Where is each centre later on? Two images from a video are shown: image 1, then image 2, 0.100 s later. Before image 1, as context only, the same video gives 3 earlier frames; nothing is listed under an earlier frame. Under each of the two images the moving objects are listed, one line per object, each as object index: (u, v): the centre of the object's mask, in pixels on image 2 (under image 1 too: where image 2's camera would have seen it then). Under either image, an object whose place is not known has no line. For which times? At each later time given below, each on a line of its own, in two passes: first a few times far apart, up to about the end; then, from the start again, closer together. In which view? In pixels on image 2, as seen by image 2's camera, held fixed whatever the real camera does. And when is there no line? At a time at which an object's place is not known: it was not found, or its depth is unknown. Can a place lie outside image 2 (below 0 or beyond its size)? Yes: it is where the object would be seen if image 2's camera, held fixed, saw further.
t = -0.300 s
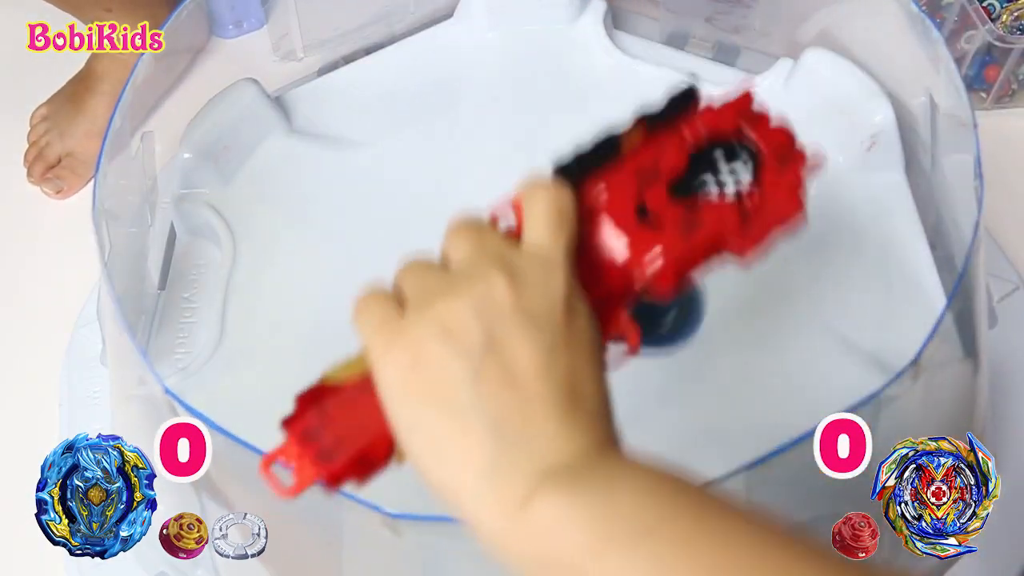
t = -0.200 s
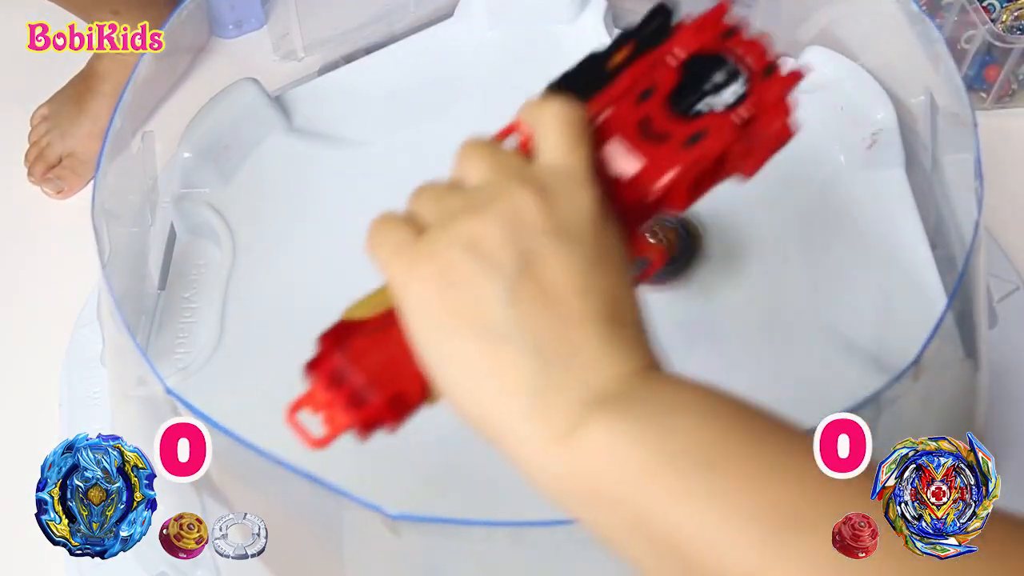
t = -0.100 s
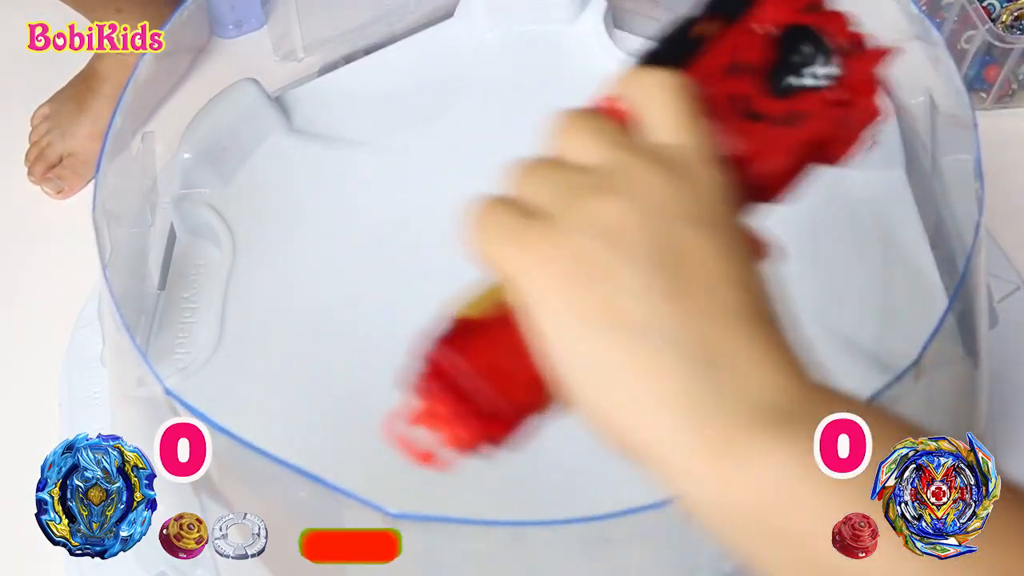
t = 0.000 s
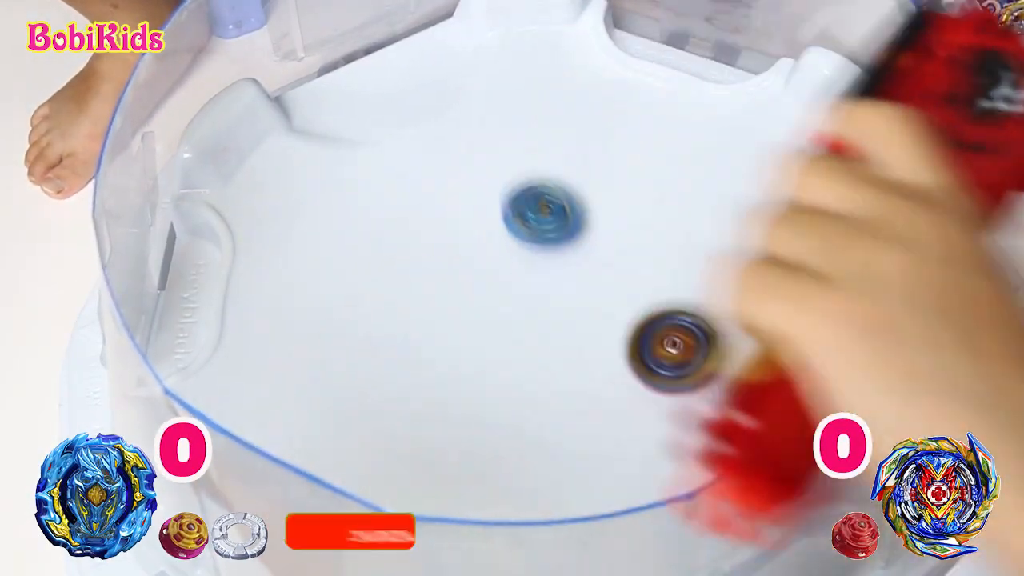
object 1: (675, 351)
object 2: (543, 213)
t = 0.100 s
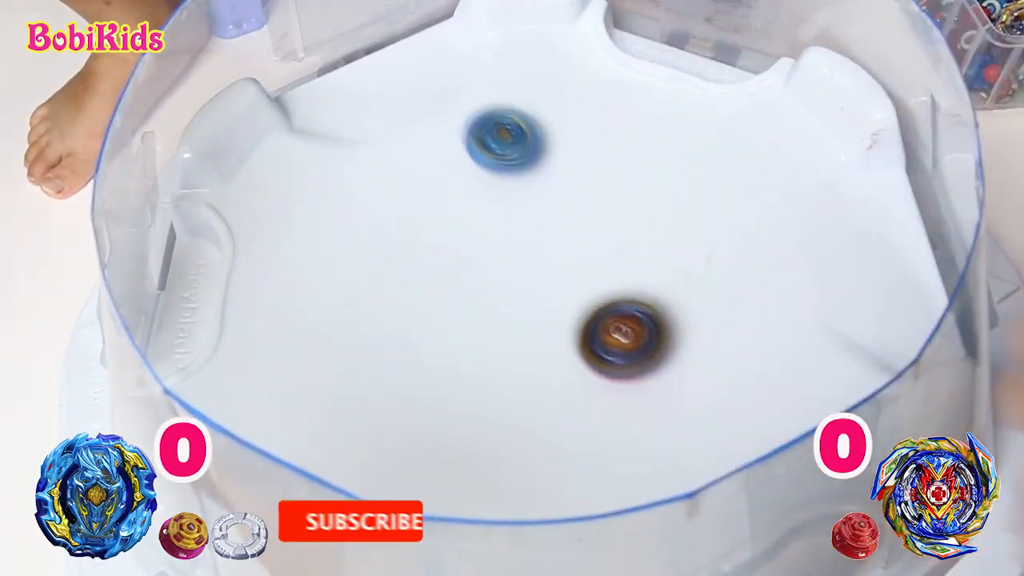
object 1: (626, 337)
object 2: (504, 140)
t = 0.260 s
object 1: (518, 285)
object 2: (430, 103)
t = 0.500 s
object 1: (435, 293)
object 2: (376, 105)
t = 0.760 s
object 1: (567, 406)
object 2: (369, 84)
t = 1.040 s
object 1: (705, 238)
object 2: (467, 59)
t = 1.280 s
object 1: (460, 144)
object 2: (437, 34)
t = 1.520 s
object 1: (250, 332)
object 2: (460, 76)
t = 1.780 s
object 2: (438, 127)
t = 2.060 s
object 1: (685, 417)
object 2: (553, 329)
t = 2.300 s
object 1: (663, 125)
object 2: (737, 331)
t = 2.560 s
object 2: (744, 215)
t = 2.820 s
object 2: (579, 220)
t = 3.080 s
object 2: (488, 376)
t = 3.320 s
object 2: (433, 312)
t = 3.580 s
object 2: (458, 346)
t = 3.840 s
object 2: (667, 280)
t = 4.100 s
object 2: (571, 317)
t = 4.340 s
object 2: (508, 366)
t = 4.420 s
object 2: (480, 362)
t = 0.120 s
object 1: (612, 331)
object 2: (494, 129)
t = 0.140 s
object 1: (599, 326)
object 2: (484, 121)
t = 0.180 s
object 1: (570, 311)
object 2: (464, 109)
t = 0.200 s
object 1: (557, 304)
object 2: (455, 105)
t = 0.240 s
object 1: (531, 291)
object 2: (438, 103)
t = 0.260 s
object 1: (518, 285)
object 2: (430, 103)
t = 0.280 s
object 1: (506, 280)
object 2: (423, 104)
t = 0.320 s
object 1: (485, 274)
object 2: (411, 106)
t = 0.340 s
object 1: (474, 272)
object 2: (406, 106)
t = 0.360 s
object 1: (465, 271)
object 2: (401, 107)
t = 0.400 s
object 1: (451, 271)
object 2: (391, 107)
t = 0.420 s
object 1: (446, 273)
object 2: (388, 106)
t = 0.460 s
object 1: (437, 282)
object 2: (381, 106)
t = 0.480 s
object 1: (436, 287)
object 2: (378, 105)
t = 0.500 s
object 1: (435, 293)
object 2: (376, 105)
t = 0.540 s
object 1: (438, 309)
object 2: (370, 104)
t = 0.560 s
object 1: (440, 319)
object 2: (367, 102)
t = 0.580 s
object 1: (445, 329)
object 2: (365, 102)
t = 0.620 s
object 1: (460, 350)
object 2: (363, 99)
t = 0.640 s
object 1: (470, 360)
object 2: (362, 97)
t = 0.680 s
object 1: (495, 381)
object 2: (363, 94)
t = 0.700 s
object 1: (511, 390)
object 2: (364, 92)
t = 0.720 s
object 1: (528, 398)
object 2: (365, 89)
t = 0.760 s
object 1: (567, 406)
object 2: (369, 84)
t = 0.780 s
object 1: (588, 406)
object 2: (373, 81)
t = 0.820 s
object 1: (629, 398)
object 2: (382, 77)
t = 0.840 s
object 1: (648, 391)
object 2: (389, 75)
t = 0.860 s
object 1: (666, 381)
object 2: (395, 74)
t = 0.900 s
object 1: (694, 355)
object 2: (410, 71)
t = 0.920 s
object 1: (705, 340)
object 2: (419, 70)
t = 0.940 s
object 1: (713, 322)
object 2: (428, 69)
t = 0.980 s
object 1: (719, 288)
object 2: (445, 66)
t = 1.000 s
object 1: (717, 270)
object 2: (454, 64)
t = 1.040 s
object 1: (705, 238)
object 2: (467, 59)
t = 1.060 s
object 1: (695, 221)
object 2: (471, 55)
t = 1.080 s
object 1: (682, 207)
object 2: (473, 52)
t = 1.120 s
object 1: (651, 181)
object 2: (473, 47)
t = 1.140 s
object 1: (632, 170)
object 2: (471, 45)
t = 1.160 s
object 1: (610, 161)
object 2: (467, 45)
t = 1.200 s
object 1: (564, 147)
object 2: (455, 42)
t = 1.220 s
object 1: (538, 144)
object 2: (449, 39)
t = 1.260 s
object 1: (486, 141)
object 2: (439, 34)
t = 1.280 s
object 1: (460, 144)
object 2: (437, 34)
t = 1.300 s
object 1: (434, 149)
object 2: (437, 36)
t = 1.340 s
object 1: (386, 166)
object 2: (441, 42)
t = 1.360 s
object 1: (364, 177)
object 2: (445, 46)
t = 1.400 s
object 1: (325, 205)
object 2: (455, 55)
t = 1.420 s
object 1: (310, 222)
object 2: (458, 59)
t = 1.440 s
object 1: (293, 243)
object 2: (460, 63)
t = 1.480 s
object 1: (268, 285)
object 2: (462, 70)
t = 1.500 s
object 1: (256, 308)
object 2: (461, 73)
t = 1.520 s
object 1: (250, 332)
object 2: (460, 76)
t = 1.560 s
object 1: (244, 384)
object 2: (455, 81)
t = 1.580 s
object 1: (251, 405)
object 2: (451, 83)
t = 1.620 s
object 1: (281, 438)
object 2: (444, 88)
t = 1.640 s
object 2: (442, 91)
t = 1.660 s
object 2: (439, 93)
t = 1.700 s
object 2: (436, 100)
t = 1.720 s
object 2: (435, 105)
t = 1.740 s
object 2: (435, 111)
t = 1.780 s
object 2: (438, 127)
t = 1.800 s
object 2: (441, 137)
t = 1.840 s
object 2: (450, 160)
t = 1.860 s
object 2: (455, 173)
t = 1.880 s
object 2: (462, 187)
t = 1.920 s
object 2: (477, 221)
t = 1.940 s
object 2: (484, 240)
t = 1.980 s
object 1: (615, 508)
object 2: (503, 275)
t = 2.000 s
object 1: (629, 475)
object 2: (514, 291)
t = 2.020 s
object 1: (650, 461)
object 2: (526, 305)
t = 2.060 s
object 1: (685, 417)
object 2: (553, 329)
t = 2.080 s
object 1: (698, 392)
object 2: (568, 340)
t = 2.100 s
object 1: (710, 364)
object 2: (582, 348)
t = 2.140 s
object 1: (724, 310)
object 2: (614, 359)
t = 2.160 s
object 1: (727, 282)
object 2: (630, 361)
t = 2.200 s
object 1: (721, 232)
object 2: (663, 359)
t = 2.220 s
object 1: (714, 207)
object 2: (680, 356)
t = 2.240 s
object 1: (705, 185)
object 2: (696, 352)
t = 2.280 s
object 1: (680, 144)
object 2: (724, 339)
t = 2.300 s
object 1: (663, 125)
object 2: (737, 331)
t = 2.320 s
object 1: (647, 108)
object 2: (748, 321)
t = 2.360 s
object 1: (609, 79)
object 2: (766, 299)
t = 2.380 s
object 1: (589, 68)
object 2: (771, 288)
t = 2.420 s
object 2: (777, 268)
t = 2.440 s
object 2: (776, 259)
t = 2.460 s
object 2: (774, 250)
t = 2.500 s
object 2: (765, 234)
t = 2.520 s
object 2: (759, 227)
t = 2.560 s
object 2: (744, 215)
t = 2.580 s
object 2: (735, 210)
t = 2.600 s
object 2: (726, 206)
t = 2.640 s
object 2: (705, 198)
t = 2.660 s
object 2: (693, 196)
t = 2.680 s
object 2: (682, 195)
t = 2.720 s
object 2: (656, 196)
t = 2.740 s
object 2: (642, 198)
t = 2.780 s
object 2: (611, 207)
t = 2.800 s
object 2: (595, 213)
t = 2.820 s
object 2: (579, 220)
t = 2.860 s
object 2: (550, 237)
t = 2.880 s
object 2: (537, 246)
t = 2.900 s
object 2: (524, 257)
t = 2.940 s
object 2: (503, 279)
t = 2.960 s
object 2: (495, 291)
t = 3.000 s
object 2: (485, 318)
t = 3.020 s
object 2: (482, 331)
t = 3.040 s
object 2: (481, 347)
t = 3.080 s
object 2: (488, 376)
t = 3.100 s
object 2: (495, 391)
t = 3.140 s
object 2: (579, 457)
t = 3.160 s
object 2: (673, 459)
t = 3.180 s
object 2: (754, 441)
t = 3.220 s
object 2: (789, 341)
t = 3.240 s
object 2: (750, 292)
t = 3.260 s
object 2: (681, 257)
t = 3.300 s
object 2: (499, 267)
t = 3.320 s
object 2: (433, 312)
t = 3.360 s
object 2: (426, 459)
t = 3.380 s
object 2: (485, 486)
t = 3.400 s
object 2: (540, 486)
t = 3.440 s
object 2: (633, 396)
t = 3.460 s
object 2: (634, 327)
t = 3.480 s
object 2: (602, 285)
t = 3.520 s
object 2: (492, 276)
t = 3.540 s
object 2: (465, 295)
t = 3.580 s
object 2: (458, 346)
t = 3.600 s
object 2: (483, 361)
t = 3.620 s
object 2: (508, 357)
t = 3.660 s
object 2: (605, 282)
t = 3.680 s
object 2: (591, 242)
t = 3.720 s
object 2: (497, 225)
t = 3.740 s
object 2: (464, 250)
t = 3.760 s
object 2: (454, 286)
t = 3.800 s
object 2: (525, 323)
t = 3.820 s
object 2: (580, 307)
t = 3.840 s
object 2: (667, 280)
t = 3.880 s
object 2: (682, 180)
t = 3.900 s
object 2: (640, 166)
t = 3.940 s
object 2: (542, 203)
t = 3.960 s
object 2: (515, 242)
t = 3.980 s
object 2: (512, 275)
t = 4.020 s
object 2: (528, 303)
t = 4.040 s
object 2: (543, 309)
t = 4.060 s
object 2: (535, 315)
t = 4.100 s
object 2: (571, 317)
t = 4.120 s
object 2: (574, 308)
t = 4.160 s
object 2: (555, 311)
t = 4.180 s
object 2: (532, 324)
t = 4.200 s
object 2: (530, 326)
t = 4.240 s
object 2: (502, 345)
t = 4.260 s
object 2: (500, 354)
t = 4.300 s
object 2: (516, 355)
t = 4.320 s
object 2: (500, 367)
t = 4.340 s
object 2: (508, 366)
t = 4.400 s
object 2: (483, 369)
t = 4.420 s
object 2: (480, 362)
